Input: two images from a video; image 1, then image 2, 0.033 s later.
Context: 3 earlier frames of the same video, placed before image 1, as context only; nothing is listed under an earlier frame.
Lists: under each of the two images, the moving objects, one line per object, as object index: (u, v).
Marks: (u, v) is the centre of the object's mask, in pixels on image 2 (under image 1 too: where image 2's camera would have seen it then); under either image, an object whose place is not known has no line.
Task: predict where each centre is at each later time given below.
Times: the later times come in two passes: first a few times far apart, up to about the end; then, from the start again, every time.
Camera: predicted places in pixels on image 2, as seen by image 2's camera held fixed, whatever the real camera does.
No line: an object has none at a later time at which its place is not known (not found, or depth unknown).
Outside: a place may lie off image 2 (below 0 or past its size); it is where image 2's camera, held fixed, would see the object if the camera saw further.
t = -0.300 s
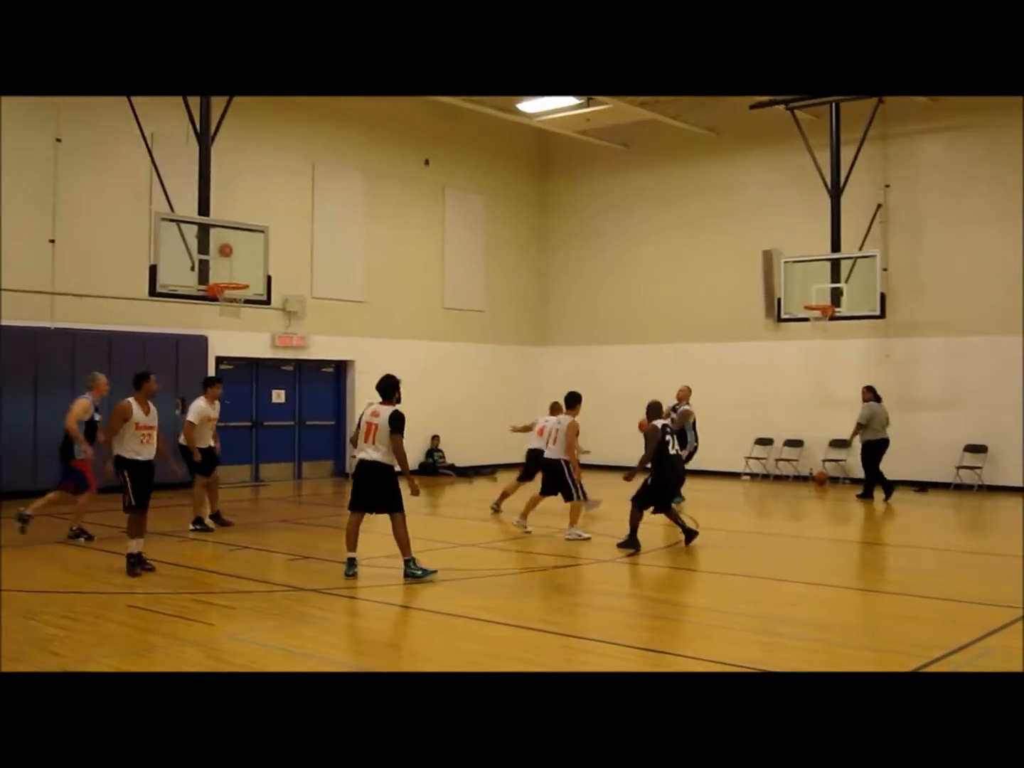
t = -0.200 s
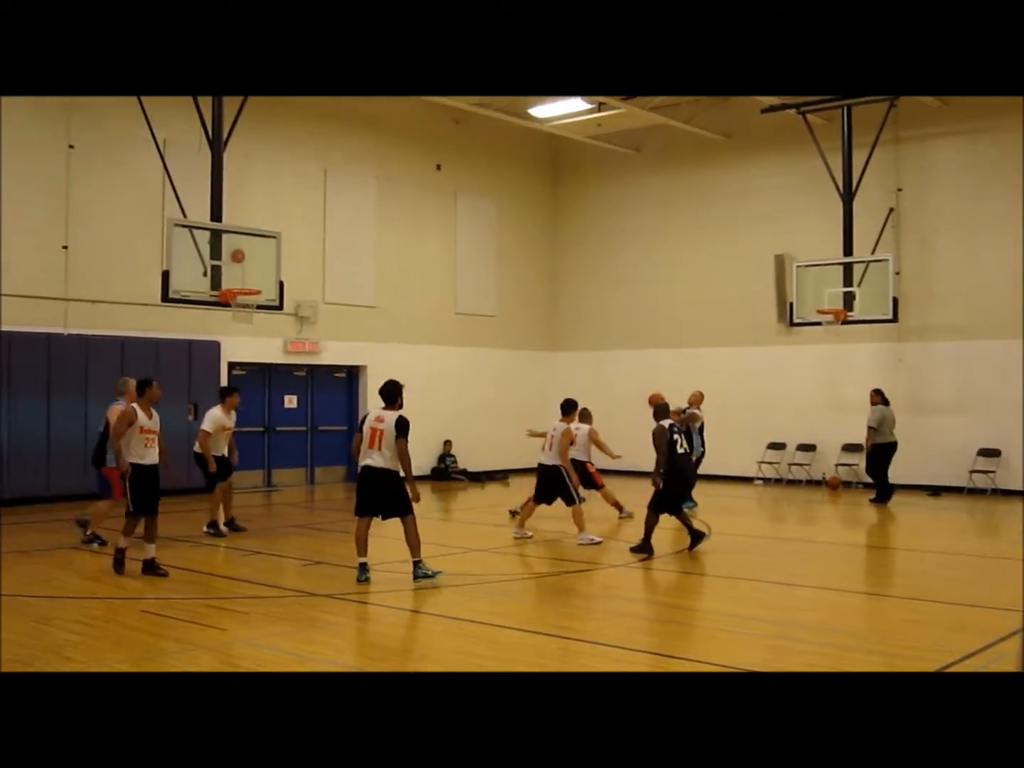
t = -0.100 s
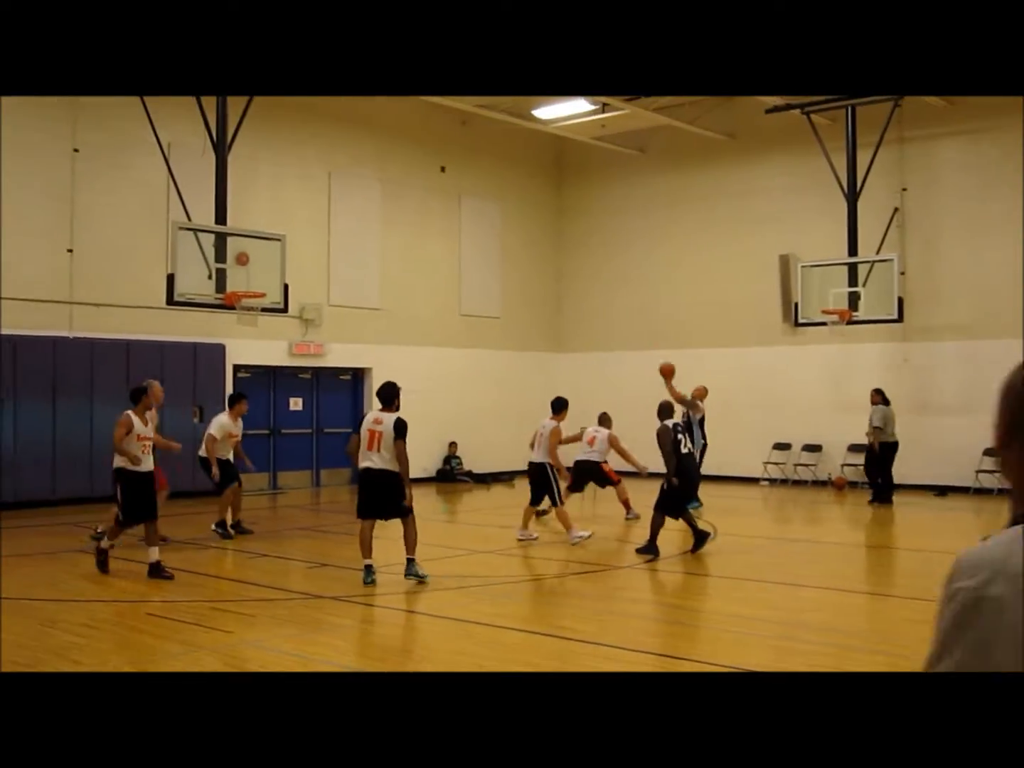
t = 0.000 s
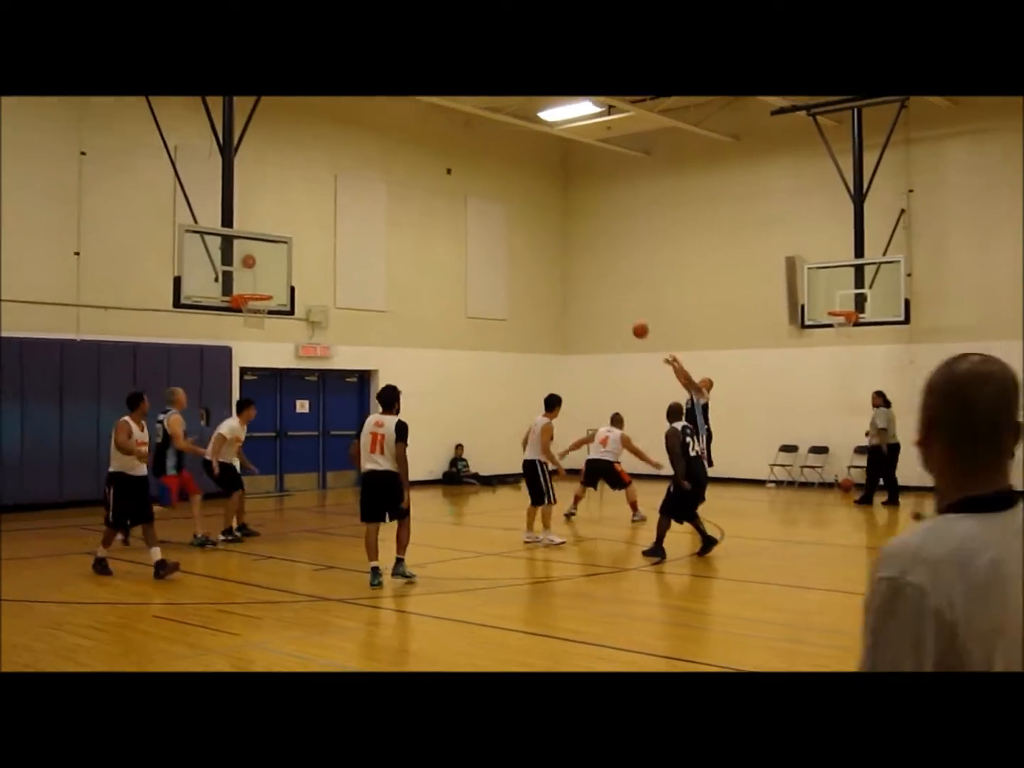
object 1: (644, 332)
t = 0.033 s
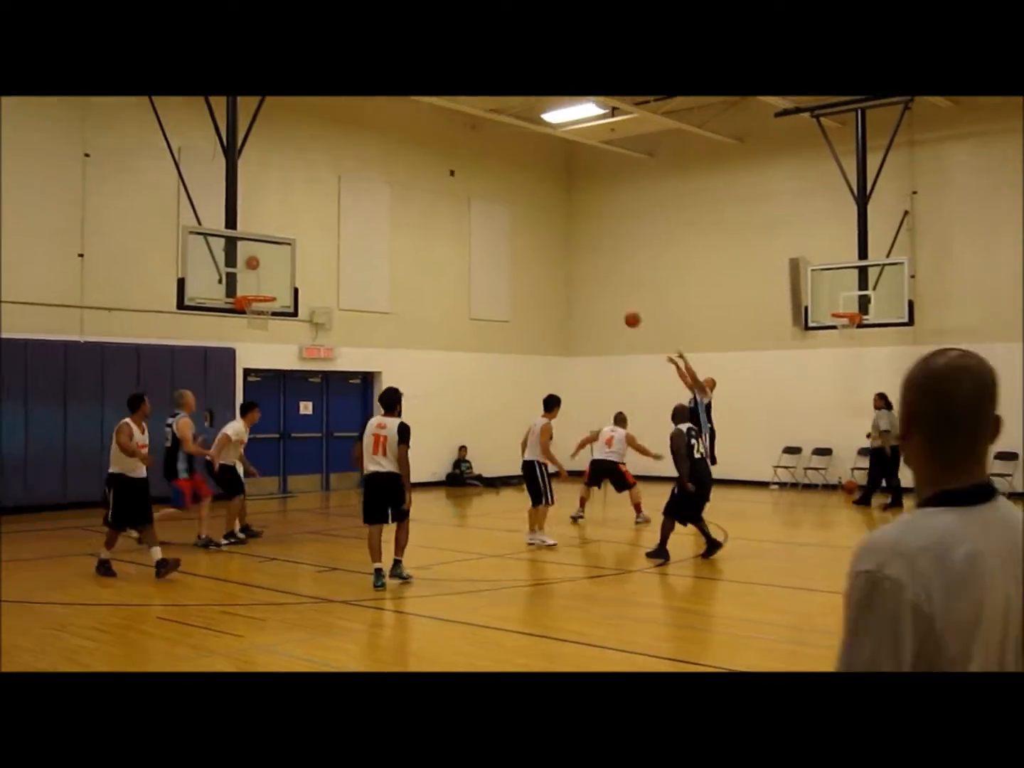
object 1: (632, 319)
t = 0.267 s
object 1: (551, 250)
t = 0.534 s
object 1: (455, 213)
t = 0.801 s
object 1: (356, 226)
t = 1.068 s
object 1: (254, 288)
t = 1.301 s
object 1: (233, 236)
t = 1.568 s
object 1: (209, 217)
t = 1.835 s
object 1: (181, 255)
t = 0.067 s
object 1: (621, 307)
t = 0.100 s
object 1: (609, 296)
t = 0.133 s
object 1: (597, 285)
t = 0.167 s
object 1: (586, 276)
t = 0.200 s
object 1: (574, 267)
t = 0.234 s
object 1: (562, 258)
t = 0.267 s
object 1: (551, 250)
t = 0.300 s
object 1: (539, 243)
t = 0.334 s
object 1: (527, 237)
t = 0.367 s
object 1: (516, 231)
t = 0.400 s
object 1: (503, 226)
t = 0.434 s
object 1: (491, 222)
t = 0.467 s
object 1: (479, 218)
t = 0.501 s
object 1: (467, 215)
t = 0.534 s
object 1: (455, 213)
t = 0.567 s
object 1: (443, 212)
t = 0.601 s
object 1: (431, 212)
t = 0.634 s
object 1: (419, 212)
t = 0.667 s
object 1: (406, 213)
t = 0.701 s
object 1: (394, 215)
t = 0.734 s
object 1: (382, 218)
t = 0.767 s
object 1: (369, 221)
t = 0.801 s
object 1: (356, 226)
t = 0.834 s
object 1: (344, 230)
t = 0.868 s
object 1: (331, 236)
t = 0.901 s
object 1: (318, 243)
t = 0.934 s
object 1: (306, 250)
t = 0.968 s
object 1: (293, 259)
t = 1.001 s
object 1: (280, 268)
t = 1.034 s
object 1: (267, 278)
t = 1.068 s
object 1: (254, 288)
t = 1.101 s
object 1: (249, 285)
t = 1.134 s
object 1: (247, 275)
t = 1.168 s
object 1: (244, 266)
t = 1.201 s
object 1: (241, 258)
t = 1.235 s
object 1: (239, 249)
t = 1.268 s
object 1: (236, 243)
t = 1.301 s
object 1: (233, 236)
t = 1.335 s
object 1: (230, 230)
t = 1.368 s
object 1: (227, 227)
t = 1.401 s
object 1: (225, 223)
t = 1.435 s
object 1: (221, 220)
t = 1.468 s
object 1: (218, 218)
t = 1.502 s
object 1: (215, 217)
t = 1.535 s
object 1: (212, 216)
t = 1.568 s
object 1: (209, 217)
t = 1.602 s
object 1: (206, 218)
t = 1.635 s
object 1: (202, 221)
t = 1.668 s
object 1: (198, 224)
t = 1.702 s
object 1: (195, 228)
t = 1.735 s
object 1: (192, 234)
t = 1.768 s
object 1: (188, 240)
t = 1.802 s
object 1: (184, 247)
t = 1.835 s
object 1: (181, 255)
